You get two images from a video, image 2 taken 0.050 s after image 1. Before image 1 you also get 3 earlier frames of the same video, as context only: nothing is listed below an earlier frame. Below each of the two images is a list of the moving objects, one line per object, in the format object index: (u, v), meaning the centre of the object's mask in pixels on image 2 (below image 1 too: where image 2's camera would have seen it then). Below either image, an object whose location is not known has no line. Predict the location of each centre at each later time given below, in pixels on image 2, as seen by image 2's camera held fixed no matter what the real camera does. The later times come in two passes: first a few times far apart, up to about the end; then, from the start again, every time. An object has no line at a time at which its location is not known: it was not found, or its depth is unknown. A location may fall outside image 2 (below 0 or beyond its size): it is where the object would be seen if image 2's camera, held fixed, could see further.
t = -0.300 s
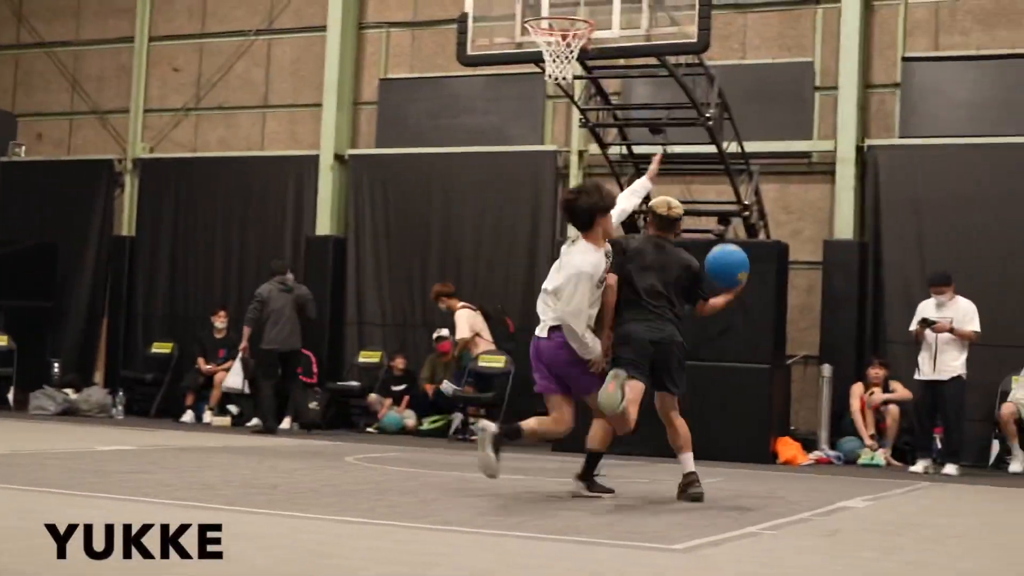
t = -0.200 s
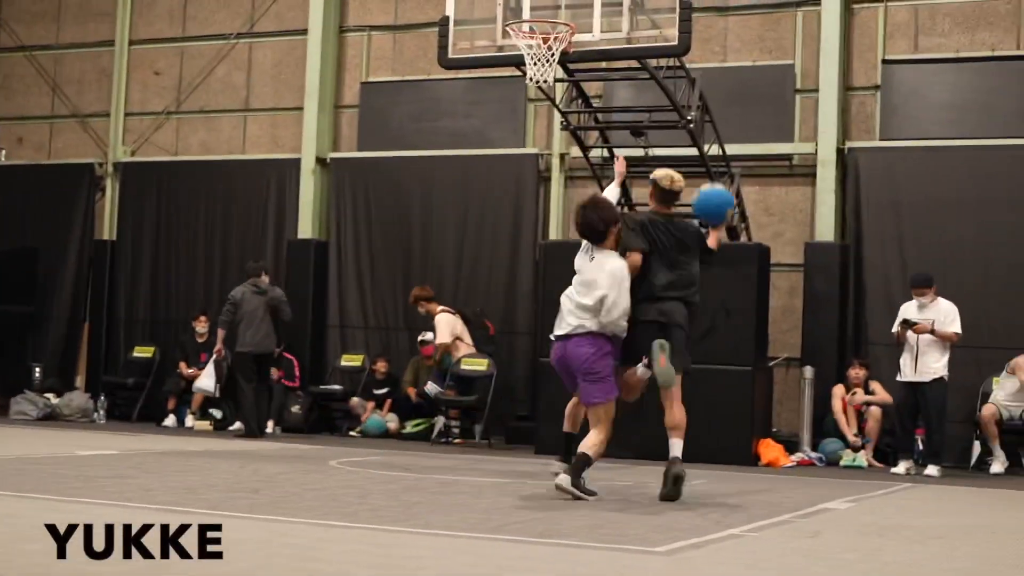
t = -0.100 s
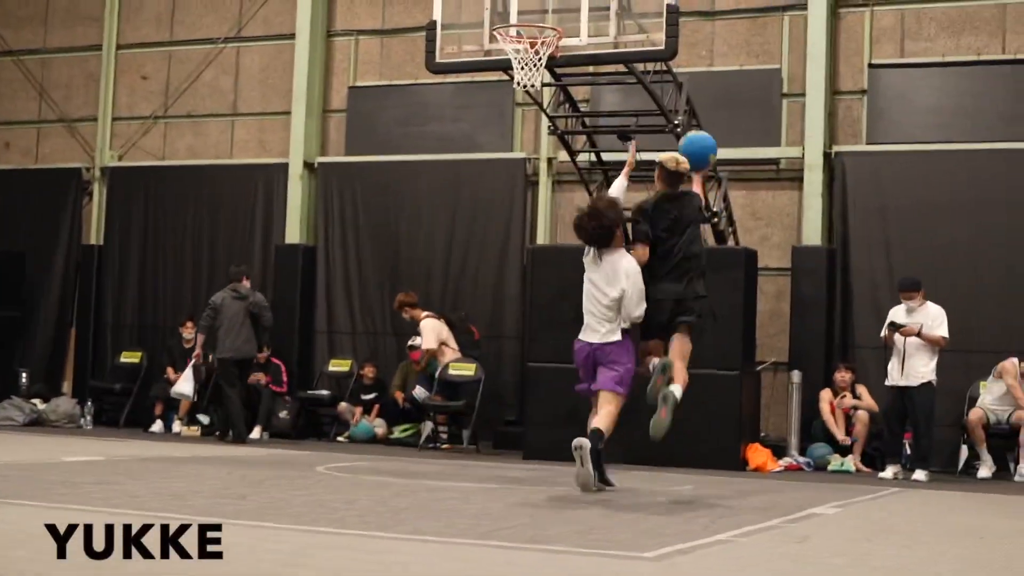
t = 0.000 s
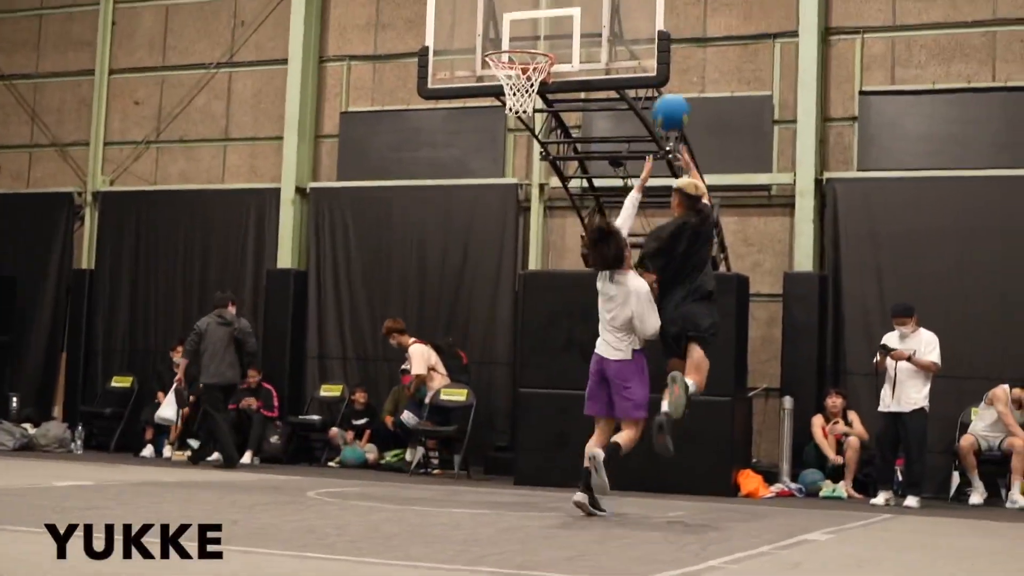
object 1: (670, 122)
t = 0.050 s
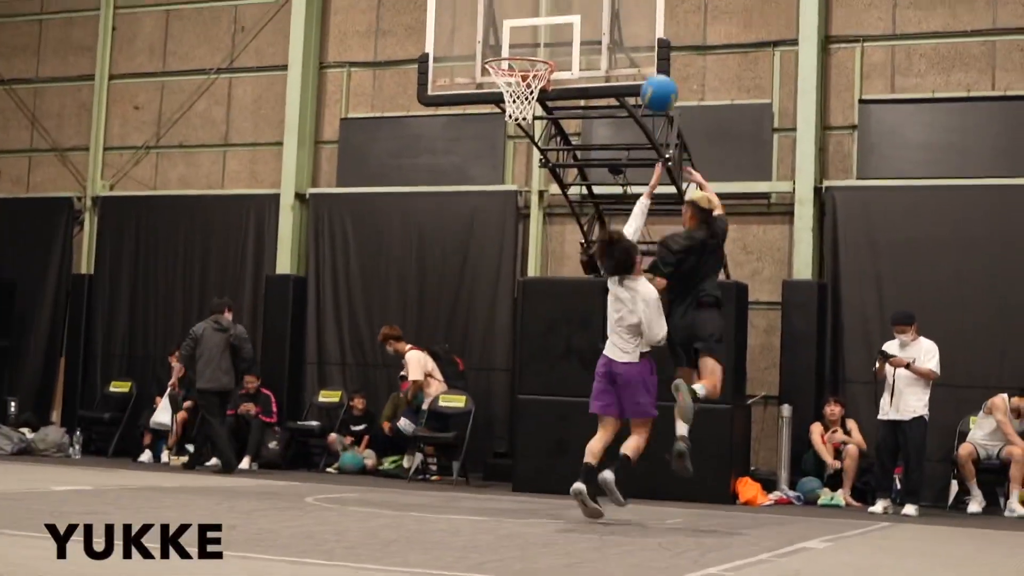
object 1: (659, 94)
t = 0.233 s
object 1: (618, 31)
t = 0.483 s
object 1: (567, 20)
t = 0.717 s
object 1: (519, 45)
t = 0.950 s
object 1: (513, 112)
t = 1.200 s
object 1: (514, 238)
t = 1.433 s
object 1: (514, 430)
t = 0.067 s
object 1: (656, 86)
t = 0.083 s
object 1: (652, 78)
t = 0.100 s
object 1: (647, 71)
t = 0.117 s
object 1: (643, 63)
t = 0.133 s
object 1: (640, 58)
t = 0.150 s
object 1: (636, 52)
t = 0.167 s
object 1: (633, 47)
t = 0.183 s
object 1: (629, 43)
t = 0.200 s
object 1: (626, 38)
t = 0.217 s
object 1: (622, 34)
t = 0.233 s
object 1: (618, 31)
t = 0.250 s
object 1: (615, 28)
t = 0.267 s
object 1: (611, 25)
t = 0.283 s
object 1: (608, 23)
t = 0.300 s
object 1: (604, 21)
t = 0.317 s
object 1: (600, 19)
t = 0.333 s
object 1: (597, 18)
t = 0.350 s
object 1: (594, 17)
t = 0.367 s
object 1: (590, 17)
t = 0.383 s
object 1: (587, 17)
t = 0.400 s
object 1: (583, 18)
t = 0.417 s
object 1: (580, 18)
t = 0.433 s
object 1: (576, 20)
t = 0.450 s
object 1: (573, 22)
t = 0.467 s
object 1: (570, 21)
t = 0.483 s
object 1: (567, 20)
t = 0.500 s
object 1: (563, 20)
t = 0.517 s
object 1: (560, 20)
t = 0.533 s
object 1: (557, 20)
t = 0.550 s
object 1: (554, 21)
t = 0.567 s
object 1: (550, 23)
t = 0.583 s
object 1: (546, 25)
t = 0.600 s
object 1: (542, 27)
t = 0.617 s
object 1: (539, 30)
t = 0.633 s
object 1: (536, 32)
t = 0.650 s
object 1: (533, 35)
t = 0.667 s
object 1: (530, 38)
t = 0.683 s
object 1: (525, 40)
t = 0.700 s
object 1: (522, 43)
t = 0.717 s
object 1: (519, 45)
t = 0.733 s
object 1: (514, 58)
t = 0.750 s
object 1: (510, 63)
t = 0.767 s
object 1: (507, 69)
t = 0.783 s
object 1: (506, 73)
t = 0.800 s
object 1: (507, 77)
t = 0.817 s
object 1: (506, 80)
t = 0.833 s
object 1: (506, 83)
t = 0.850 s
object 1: (506, 86)
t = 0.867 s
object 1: (507, 90)
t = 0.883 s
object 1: (508, 100)
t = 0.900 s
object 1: (510, 101)
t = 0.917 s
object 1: (511, 104)
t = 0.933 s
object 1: (513, 107)
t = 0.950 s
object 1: (513, 112)
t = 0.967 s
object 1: (513, 118)
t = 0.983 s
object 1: (513, 124)
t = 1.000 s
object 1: (514, 130)
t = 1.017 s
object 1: (514, 137)
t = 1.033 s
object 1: (514, 144)
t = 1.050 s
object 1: (514, 151)
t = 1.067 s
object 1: (514, 161)
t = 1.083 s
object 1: (515, 169)
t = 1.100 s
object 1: (515, 178)
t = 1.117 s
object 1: (515, 188)
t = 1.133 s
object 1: (515, 197)
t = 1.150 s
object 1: (515, 206)
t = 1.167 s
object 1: (515, 217)
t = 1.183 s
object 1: (514, 228)
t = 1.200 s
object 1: (514, 238)
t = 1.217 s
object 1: (514, 250)
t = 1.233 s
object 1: (514, 262)
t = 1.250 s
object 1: (515, 273)
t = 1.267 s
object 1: (516, 285)
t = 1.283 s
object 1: (516, 299)
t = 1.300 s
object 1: (515, 312)
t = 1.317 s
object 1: (515, 326)
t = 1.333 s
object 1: (515, 339)
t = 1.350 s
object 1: (515, 353)
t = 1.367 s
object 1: (515, 368)
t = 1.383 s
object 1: (515, 382)
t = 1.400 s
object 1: (515, 399)
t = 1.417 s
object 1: (515, 414)
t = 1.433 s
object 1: (514, 430)
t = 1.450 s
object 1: (515, 446)
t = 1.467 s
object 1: (515, 464)
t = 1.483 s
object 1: (516, 480)
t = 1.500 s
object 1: (517, 489)
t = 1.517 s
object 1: (519, 475)
